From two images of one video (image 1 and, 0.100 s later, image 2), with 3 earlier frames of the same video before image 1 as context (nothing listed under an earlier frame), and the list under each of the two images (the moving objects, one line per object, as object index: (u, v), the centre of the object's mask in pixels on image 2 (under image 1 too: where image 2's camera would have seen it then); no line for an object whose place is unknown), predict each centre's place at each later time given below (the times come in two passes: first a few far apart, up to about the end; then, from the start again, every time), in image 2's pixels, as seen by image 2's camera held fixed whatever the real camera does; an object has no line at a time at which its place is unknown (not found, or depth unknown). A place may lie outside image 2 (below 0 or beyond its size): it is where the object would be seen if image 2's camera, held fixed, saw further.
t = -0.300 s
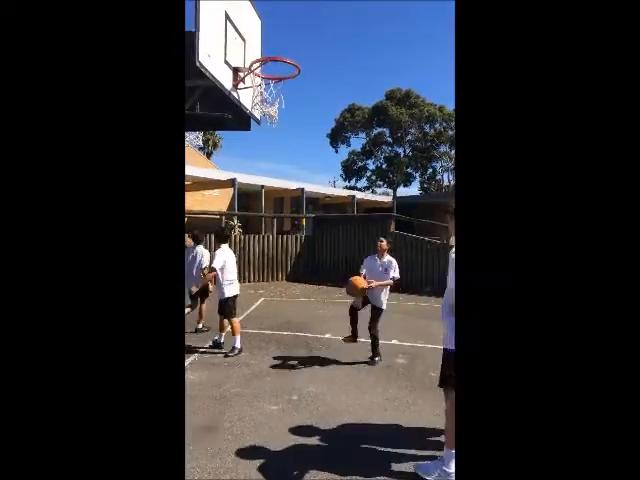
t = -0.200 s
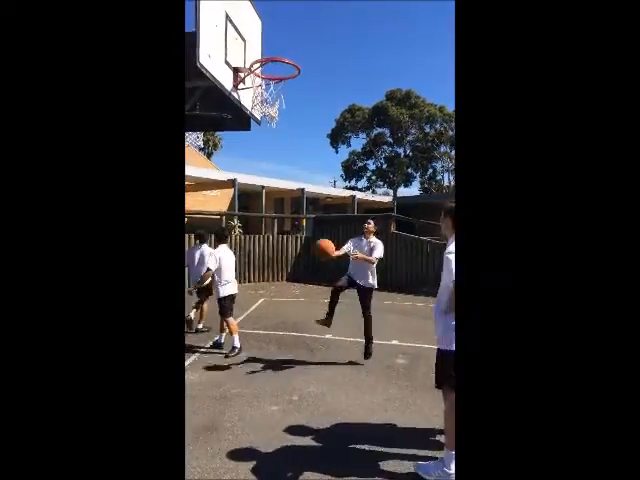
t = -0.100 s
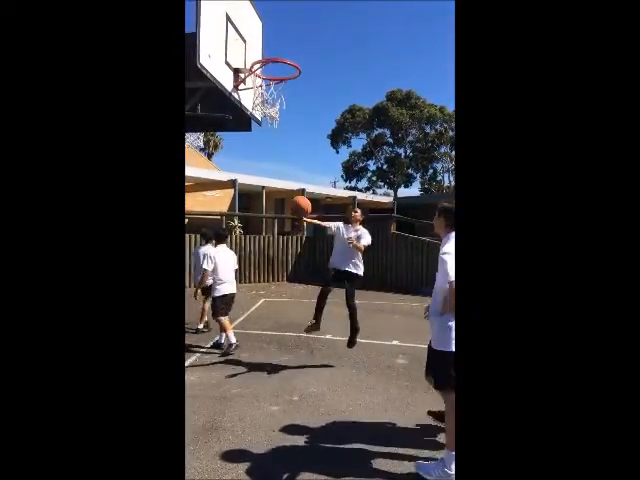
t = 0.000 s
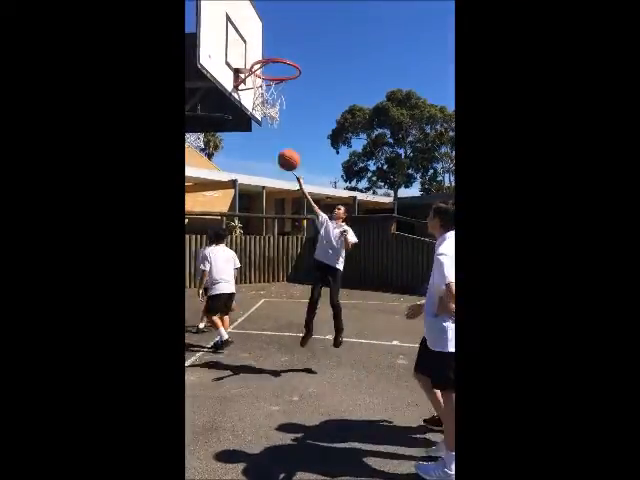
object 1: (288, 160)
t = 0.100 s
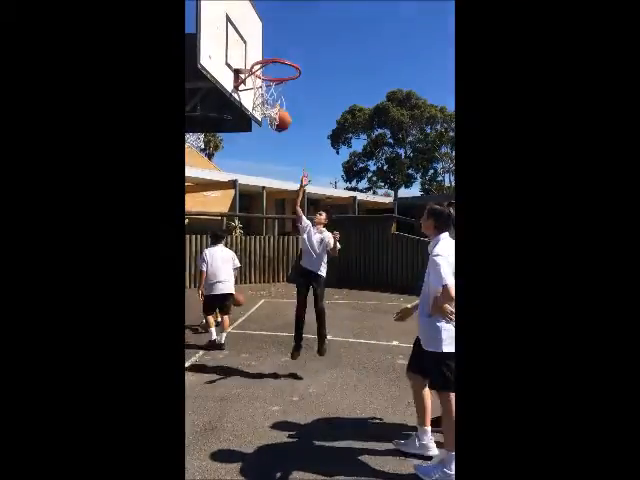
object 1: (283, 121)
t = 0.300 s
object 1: (262, 63)
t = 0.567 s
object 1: (275, 47)
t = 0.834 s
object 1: (290, 103)
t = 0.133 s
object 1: (279, 106)
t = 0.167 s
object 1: (274, 95)
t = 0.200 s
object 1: (274, 88)
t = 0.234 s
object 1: (268, 71)
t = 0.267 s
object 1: (265, 69)
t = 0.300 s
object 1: (262, 63)
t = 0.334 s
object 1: (263, 58)
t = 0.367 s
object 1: (265, 52)
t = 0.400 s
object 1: (267, 49)
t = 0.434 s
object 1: (269, 47)
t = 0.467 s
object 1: (270, 46)
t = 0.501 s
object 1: (272, 45)
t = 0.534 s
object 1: (274, 46)
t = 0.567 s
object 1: (275, 47)
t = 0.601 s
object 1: (277, 49)
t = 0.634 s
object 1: (278, 53)
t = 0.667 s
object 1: (281, 58)
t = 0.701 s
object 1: (282, 65)
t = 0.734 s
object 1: (283, 75)
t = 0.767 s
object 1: (286, 82)
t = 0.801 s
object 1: (288, 92)
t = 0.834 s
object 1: (290, 103)
